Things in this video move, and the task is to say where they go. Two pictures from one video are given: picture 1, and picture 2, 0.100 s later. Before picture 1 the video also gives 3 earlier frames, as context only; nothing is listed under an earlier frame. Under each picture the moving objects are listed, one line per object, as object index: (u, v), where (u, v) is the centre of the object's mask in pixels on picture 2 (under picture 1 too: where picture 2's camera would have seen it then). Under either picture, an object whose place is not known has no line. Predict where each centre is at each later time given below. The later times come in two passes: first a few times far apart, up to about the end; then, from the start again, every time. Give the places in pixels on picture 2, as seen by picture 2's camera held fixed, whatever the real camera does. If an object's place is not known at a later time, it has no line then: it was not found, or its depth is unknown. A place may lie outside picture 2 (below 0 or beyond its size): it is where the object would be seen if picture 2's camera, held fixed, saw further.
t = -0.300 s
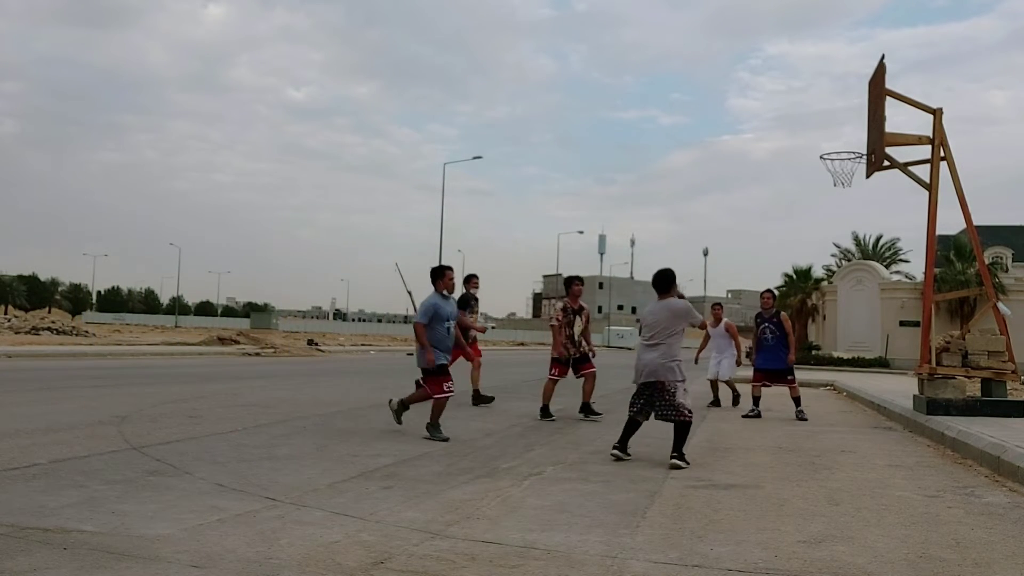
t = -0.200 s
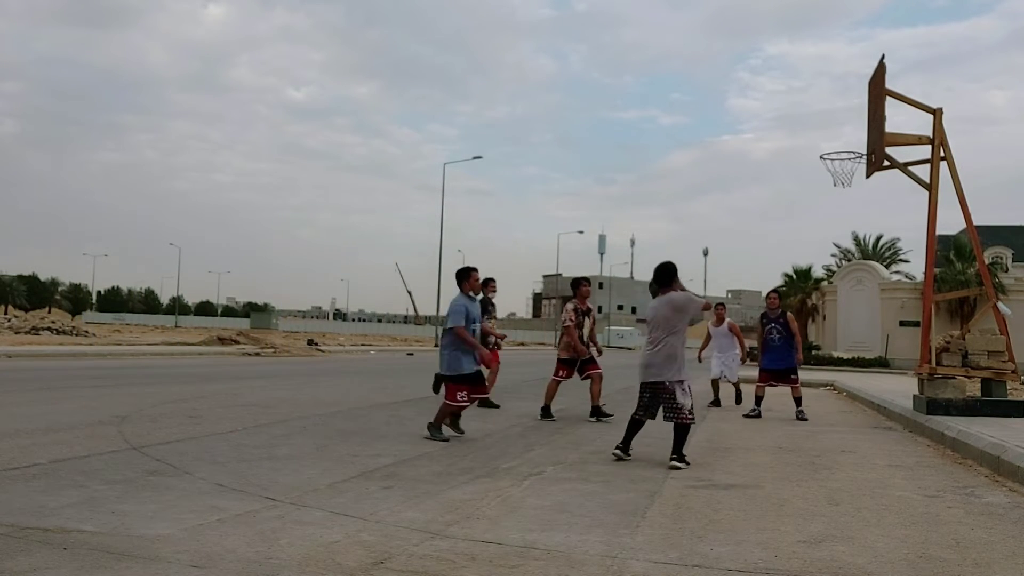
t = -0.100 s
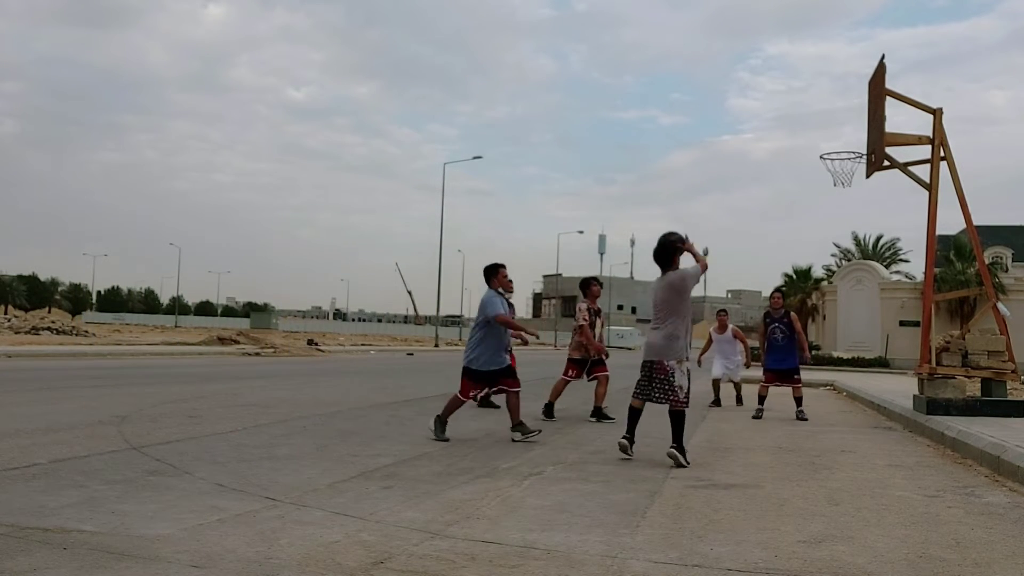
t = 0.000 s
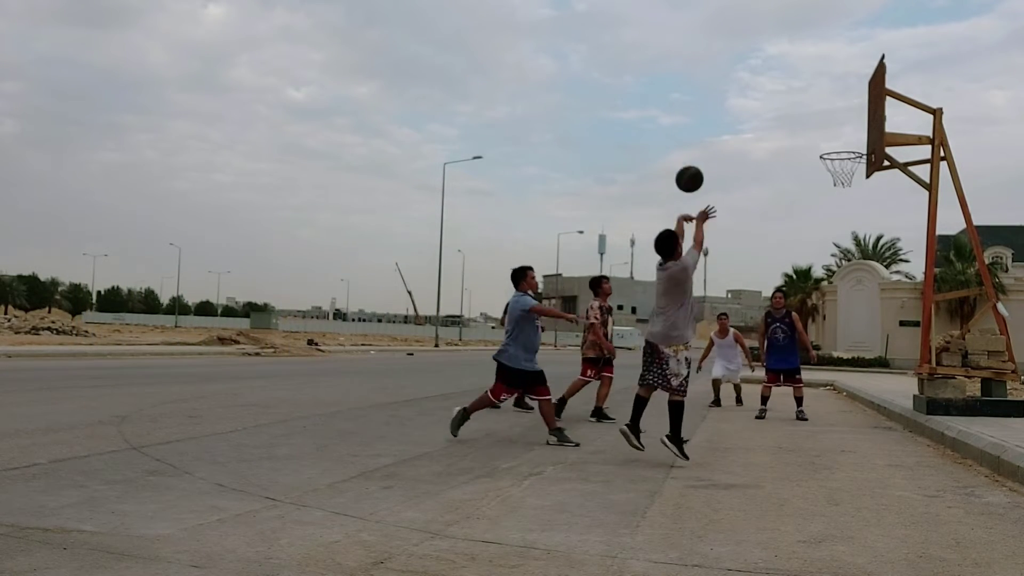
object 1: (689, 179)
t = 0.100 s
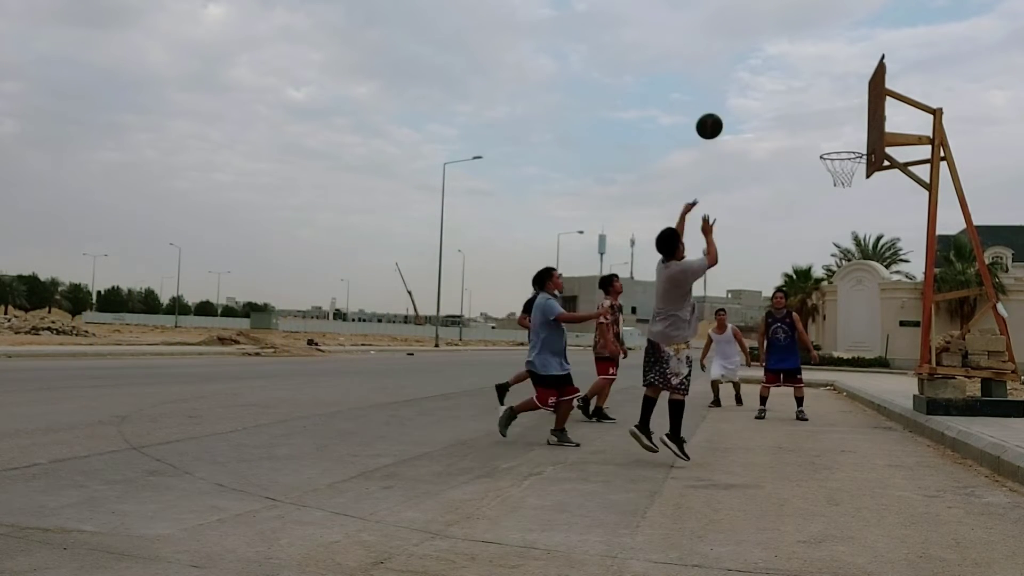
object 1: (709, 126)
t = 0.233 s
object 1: (733, 77)
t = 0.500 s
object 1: (774, 42)
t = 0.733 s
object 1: (804, 67)
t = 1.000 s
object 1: (831, 146)
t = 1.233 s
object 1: (817, 125)
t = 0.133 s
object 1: (715, 112)
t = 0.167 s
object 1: (722, 99)
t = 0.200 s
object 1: (728, 87)
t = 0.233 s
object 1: (733, 77)
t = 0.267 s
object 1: (739, 68)
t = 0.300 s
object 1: (744, 61)
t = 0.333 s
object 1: (750, 55)
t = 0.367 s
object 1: (755, 50)
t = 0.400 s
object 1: (760, 46)
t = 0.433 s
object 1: (765, 44)
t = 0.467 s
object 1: (769, 42)
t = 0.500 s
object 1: (774, 42)
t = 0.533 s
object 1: (779, 43)
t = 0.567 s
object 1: (783, 44)
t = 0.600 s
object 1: (787, 47)
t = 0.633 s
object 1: (791, 51)
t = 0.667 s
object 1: (796, 55)
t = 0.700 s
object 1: (800, 61)
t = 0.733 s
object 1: (804, 67)
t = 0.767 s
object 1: (808, 75)
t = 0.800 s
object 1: (812, 83)
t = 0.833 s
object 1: (815, 92)
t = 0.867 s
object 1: (819, 102)
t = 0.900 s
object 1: (823, 112)
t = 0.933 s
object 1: (826, 123)
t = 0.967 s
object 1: (830, 135)
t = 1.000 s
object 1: (831, 146)
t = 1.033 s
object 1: (829, 145)
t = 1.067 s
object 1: (827, 139)
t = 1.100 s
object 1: (825, 134)
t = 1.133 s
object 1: (823, 131)
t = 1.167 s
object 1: (821, 128)
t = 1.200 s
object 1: (819, 126)
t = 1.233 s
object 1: (817, 125)
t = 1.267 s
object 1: (815, 125)
